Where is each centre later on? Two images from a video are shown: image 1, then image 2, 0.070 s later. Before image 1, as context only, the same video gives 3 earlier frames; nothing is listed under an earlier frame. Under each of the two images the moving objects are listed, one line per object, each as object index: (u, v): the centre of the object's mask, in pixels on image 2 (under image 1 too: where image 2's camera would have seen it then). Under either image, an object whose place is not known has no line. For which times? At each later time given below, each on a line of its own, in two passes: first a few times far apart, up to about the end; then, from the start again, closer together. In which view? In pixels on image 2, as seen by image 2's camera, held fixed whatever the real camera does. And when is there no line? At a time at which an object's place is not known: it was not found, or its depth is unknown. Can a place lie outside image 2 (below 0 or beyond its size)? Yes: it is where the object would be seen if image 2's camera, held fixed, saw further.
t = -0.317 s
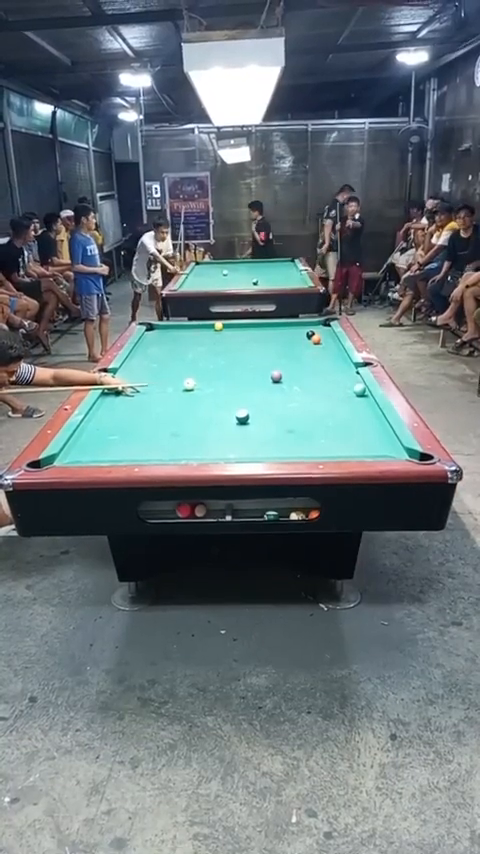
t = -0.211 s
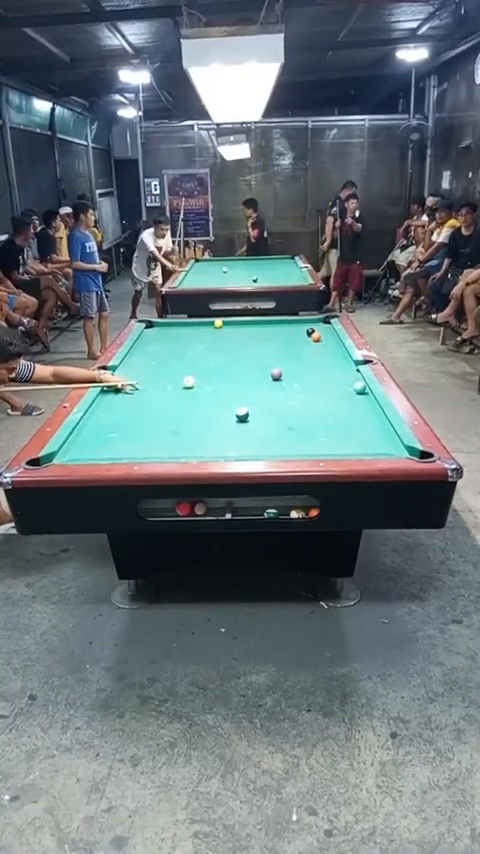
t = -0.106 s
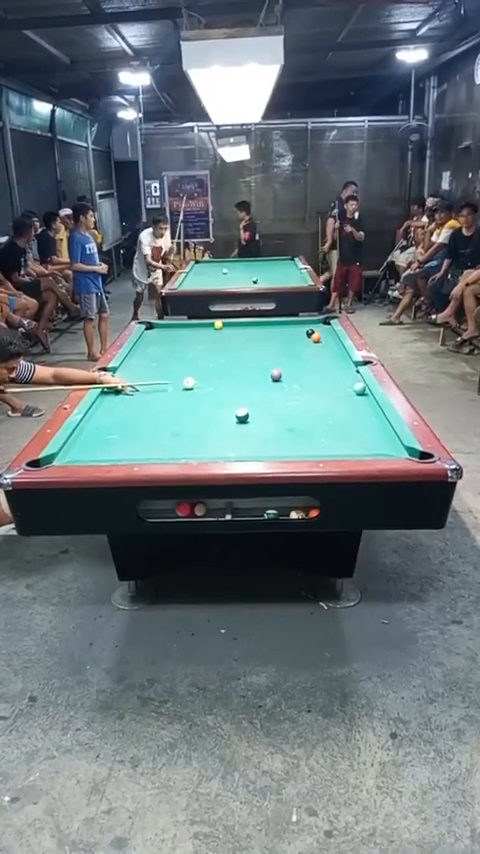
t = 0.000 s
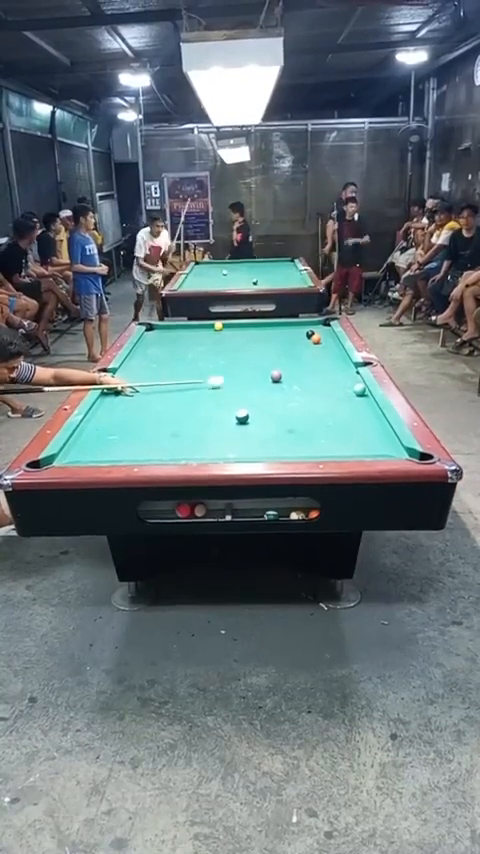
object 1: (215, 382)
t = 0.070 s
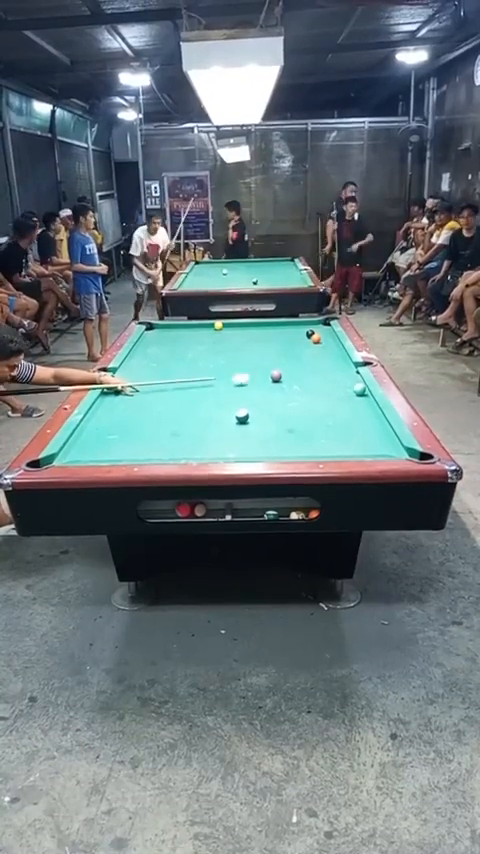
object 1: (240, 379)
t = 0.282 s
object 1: (274, 377)
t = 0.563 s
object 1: (301, 377)
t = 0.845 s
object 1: (331, 375)
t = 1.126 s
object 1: (352, 374)
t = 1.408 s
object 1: (338, 370)
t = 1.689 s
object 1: (325, 365)
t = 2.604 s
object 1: (293, 355)
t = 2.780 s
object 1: (288, 353)
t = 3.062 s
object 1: (281, 351)
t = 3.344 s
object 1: (275, 350)
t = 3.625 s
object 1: (270, 348)
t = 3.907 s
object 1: (266, 347)
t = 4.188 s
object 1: (262, 345)
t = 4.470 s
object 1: (259, 344)
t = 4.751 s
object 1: (257, 344)
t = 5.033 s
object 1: (256, 343)
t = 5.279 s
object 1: (255, 343)
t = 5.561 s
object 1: (254, 343)
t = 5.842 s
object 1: (254, 343)
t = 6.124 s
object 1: (254, 343)
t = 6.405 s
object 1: (254, 343)
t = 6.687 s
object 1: (254, 343)
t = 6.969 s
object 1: (254, 343)
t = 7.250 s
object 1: (254, 343)
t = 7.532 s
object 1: (254, 343)
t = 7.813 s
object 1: (254, 343)
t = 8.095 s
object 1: (254, 343)
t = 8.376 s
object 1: (254, 343)
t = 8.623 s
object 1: (254, 343)
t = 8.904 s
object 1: (254, 343)
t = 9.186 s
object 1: (254, 343)
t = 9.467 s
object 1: (254, 343)
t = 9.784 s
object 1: (254, 343)
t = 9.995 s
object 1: (254, 343)
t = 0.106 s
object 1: (252, 378)
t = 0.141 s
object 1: (263, 378)
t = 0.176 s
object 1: (266, 377)
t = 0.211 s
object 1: (268, 378)
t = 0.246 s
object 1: (271, 378)
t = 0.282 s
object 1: (274, 377)
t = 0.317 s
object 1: (278, 377)
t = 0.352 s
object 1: (281, 377)
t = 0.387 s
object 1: (285, 377)
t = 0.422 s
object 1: (288, 377)
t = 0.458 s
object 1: (292, 377)
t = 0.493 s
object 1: (295, 377)
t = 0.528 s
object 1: (298, 376)
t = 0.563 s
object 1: (301, 377)
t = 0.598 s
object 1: (305, 376)
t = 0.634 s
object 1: (311, 376)
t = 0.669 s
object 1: (315, 376)
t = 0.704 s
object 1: (318, 375)
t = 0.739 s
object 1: (321, 376)
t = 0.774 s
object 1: (325, 376)
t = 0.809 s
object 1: (328, 375)
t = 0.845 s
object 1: (331, 375)
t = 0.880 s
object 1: (334, 375)
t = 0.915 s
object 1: (338, 375)
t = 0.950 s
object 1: (341, 375)
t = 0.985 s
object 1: (345, 375)
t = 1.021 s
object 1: (347, 374)
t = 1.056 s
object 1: (350, 374)
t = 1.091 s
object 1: (352, 374)
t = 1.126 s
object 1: (352, 374)
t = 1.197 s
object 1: (349, 373)
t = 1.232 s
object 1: (348, 372)
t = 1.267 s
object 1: (345, 372)
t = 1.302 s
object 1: (343, 372)
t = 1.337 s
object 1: (342, 371)
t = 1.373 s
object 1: (340, 370)
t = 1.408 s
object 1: (338, 370)
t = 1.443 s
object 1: (337, 369)
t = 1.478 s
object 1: (333, 368)
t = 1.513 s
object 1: (332, 368)
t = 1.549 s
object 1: (331, 367)
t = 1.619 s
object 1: (327, 366)
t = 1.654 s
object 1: (326, 366)
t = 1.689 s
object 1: (325, 365)
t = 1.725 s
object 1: (323, 365)
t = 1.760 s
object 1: (322, 365)
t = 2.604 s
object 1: (293, 355)
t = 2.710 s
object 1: (290, 354)
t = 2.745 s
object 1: (289, 354)
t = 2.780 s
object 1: (288, 353)
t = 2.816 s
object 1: (287, 353)
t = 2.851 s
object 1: (286, 353)
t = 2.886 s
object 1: (285, 353)
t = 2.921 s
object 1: (285, 353)
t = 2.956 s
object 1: (284, 352)
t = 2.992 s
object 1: (283, 352)
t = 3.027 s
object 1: (282, 352)
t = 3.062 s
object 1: (281, 351)
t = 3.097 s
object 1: (281, 351)
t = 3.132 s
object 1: (280, 351)
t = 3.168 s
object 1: (279, 351)
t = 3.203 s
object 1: (278, 351)
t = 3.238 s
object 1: (277, 350)
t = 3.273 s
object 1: (277, 350)
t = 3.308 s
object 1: (276, 350)
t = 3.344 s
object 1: (275, 350)
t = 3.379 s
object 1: (275, 350)
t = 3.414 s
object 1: (274, 349)
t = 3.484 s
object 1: (273, 349)
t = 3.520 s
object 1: (272, 349)
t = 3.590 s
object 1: (271, 349)
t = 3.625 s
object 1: (270, 348)
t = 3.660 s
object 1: (269, 348)
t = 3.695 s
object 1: (269, 348)
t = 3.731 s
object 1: (268, 348)
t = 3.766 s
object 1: (268, 348)
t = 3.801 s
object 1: (267, 348)
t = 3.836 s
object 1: (266, 347)
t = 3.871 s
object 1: (266, 347)
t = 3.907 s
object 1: (266, 347)
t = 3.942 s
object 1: (265, 346)
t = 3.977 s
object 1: (265, 346)
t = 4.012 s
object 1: (264, 346)
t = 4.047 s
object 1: (263, 346)
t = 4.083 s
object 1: (263, 346)
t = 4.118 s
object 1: (262, 346)
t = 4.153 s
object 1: (262, 346)
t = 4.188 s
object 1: (262, 345)
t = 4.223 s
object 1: (261, 345)
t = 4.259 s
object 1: (261, 345)
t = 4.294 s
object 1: (261, 345)
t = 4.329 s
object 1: (260, 345)
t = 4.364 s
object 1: (260, 345)
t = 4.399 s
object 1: (260, 345)
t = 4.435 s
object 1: (259, 344)
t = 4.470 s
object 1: (259, 344)
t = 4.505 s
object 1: (259, 344)
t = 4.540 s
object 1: (258, 345)
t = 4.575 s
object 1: (258, 344)
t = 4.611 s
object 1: (258, 344)
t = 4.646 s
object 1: (258, 344)
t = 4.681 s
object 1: (257, 344)
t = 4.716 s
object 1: (257, 344)
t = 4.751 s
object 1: (257, 344)
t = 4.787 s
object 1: (257, 344)
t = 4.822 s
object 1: (256, 343)
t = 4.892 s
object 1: (256, 343)
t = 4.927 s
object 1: (256, 343)
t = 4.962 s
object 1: (256, 343)
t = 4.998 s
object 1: (256, 343)
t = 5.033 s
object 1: (256, 343)
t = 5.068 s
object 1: (255, 343)
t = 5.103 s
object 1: (255, 343)
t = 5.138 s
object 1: (255, 343)
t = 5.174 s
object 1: (255, 343)
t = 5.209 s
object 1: (255, 343)
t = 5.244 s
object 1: (255, 343)
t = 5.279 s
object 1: (255, 343)
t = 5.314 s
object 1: (255, 343)
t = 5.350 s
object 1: (255, 343)
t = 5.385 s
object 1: (254, 343)
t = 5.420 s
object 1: (254, 343)
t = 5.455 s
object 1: (254, 343)
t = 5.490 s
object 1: (254, 343)
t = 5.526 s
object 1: (254, 343)
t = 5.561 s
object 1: (254, 343)
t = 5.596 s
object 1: (254, 342)
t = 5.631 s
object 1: (254, 343)
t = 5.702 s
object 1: (254, 343)
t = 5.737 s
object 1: (254, 342)
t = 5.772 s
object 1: (254, 343)
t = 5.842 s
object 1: (254, 343)
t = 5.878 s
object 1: (254, 343)
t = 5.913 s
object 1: (254, 343)
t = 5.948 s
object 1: (254, 343)
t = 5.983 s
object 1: (254, 343)
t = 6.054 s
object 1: (254, 343)
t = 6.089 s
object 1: (254, 343)
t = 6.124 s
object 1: (254, 343)
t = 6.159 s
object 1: (254, 342)
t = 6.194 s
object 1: (254, 343)
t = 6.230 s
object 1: (254, 343)
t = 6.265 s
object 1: (254, 343)
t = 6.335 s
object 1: (254, 343)
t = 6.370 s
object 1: (254, 343)
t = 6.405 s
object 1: (254, 343)
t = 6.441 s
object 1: (254, 343)
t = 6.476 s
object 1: (254, 343)
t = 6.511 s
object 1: (254, 343)
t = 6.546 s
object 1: (254, 343)
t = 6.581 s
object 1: (254, 343)
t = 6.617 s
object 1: (254, 343)
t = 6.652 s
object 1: (254, 343)
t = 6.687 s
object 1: (254, 343)
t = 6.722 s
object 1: (254, 343)
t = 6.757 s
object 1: (254, 343)
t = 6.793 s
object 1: (254, 343)
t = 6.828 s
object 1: (254, 343)
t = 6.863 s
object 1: (254, 343)
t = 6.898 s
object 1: (254, 343)
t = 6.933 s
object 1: (254, 343)
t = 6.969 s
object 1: (254, 343)
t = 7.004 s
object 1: (254, 343)
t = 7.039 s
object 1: (254, 343)
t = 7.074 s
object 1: (254, 343)
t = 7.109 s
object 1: (254, 343)
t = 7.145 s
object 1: (254, 343)
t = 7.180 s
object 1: (254, 343)
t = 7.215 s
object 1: (254, 343)
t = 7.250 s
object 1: (254, 343)
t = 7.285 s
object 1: (254, 343)
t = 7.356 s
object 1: (254, 343)
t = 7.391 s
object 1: (254, 343)
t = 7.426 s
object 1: (254, 343)
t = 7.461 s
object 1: (254, 343)
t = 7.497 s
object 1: (254, 343)
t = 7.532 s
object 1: (254, 343)
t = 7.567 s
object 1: (254, 343)
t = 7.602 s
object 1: (254, 343)
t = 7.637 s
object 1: (254, 343)
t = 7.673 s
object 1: (254, 343)
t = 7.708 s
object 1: (254, 343)
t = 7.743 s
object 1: (254, 343)
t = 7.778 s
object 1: (254, 343)
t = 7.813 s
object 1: (254, 343)
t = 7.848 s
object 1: (254, 343)
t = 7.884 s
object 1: (254, 343)
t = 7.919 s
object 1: (254, 343)
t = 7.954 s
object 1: (254, 343)
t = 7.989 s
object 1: (254, 343)
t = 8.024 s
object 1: (254, 343)
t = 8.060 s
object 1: (254, 343)
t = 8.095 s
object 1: (254, 343)
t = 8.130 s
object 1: (254, 343)
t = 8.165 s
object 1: (254, 343)
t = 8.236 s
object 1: (254, 343)
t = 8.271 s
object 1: (254, 343)
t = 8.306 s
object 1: (254, 342)
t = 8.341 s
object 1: (254, 343)
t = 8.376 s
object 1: (254, 343)
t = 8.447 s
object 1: (254, 343)
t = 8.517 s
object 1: (254, 343)
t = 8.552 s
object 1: (254, 343)
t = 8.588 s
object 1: (254, 343)
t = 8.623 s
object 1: (254, 343)
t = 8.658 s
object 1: (254, 343)
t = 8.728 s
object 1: (254, 343)
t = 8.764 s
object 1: (254, 343)
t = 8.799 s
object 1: (254, 343)
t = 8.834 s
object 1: (254, 343)
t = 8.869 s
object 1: (254, 343)
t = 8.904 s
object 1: (254, 343)
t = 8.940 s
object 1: (254, 343)
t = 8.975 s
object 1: (254, 343)
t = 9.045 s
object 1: (254, 343)
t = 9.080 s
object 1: (254, 343)
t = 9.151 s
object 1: (254, 343)
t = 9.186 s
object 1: (254, 343)
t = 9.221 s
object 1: (254, 343)
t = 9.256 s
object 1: (254, 343)
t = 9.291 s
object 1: (254, 343)
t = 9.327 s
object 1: (254, 343)
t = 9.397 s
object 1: (254, 343)
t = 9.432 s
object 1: (254, 343)
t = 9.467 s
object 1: (254, 343)
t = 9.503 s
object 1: (254, 342)
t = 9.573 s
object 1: (254, 343)
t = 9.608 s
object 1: (254, 343)
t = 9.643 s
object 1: (254, 343)
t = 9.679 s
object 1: (254, 343)
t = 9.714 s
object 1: (254, 343)
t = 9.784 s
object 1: (254, 343)
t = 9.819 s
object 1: (254, 343)
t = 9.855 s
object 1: (254, 343)
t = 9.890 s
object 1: (254, 343)
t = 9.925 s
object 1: (254, 343)
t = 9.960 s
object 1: (254, 343)
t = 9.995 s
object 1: (254, 343)
